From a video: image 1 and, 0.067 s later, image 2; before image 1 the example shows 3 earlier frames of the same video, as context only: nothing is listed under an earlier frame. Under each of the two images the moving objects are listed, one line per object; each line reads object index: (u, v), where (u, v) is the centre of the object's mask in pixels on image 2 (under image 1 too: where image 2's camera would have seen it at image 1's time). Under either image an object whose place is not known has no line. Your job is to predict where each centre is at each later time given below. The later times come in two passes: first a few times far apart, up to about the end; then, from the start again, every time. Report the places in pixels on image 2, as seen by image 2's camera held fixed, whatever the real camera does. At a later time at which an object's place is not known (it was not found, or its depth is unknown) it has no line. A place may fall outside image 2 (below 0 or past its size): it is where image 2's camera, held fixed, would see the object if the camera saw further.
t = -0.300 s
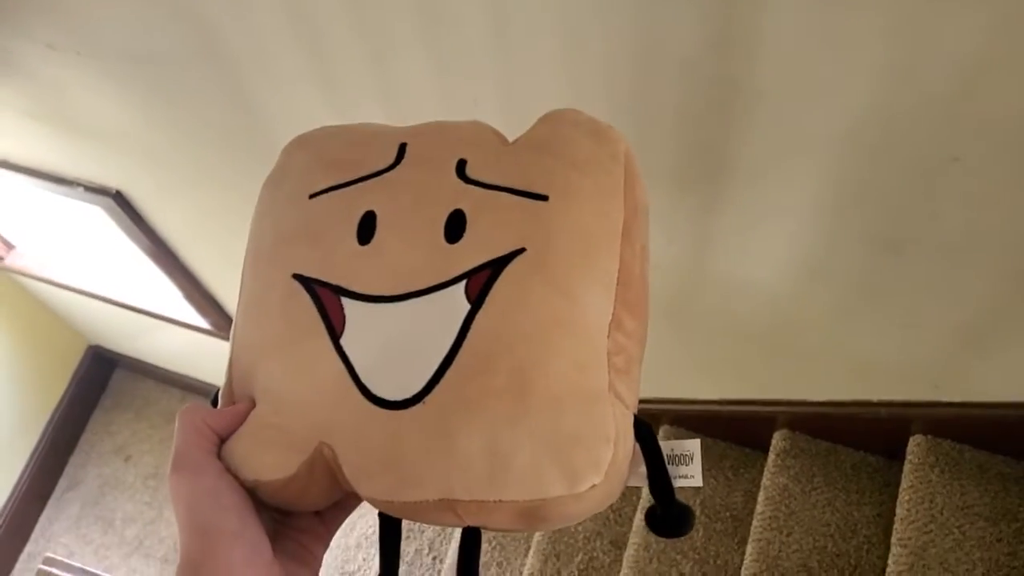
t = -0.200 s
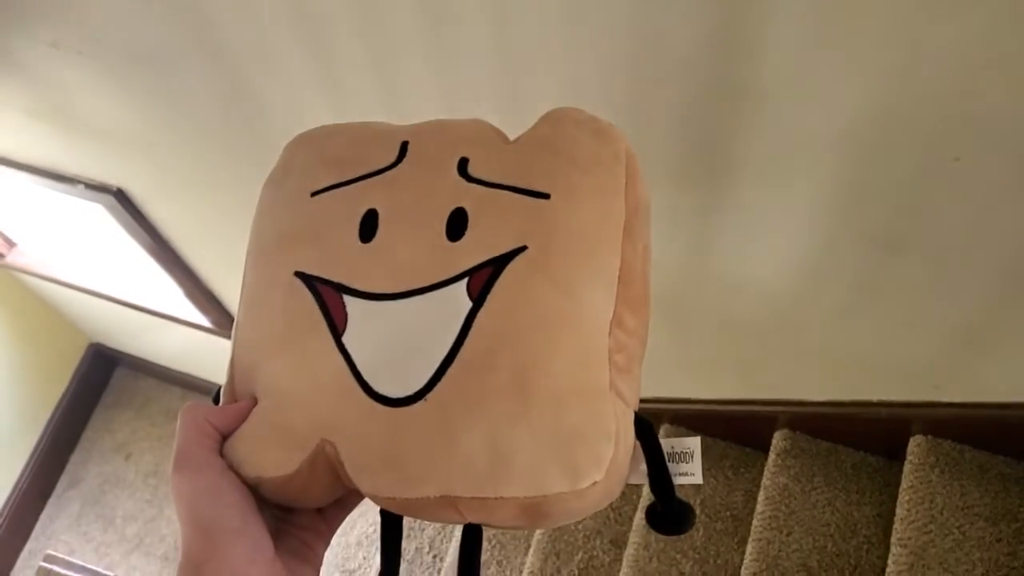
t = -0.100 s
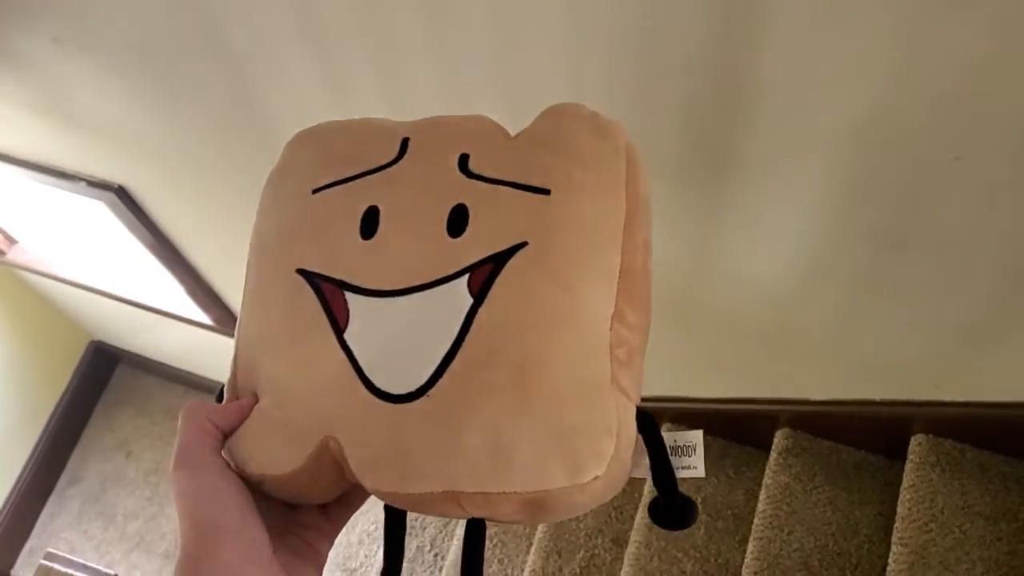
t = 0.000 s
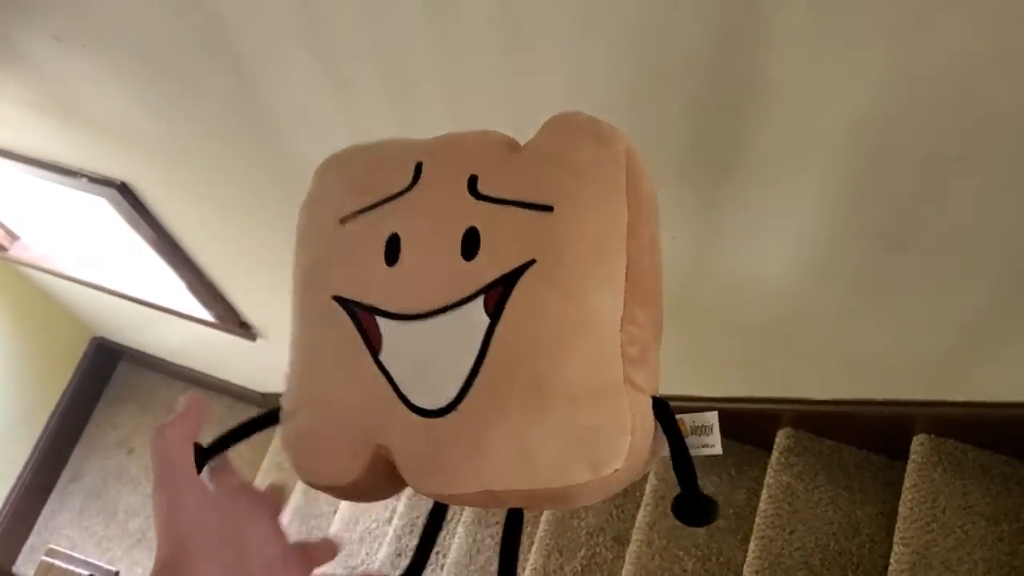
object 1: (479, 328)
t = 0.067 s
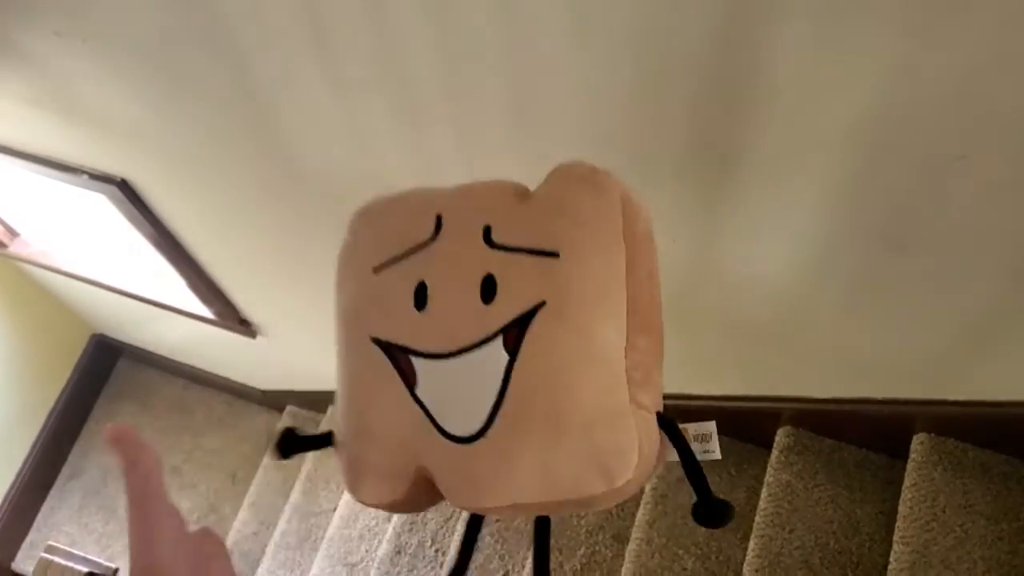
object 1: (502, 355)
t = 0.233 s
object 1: (549, 453)
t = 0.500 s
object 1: (571, 551)
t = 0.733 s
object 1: (566, 561)
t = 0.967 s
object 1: (535, 540)
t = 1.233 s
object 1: (474, 525)
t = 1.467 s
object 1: (399, 505)
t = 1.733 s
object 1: (301, 444)
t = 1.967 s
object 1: (272, 430)
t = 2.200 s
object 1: (171, 392)
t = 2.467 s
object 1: (105, 358)
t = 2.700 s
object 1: (130, 387)
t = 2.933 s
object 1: (114, 396)
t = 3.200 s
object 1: (100, 420)
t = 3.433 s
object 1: (106, 414)
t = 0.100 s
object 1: (515, 372)
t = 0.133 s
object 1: (525, 392)
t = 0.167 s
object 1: (535, 413)
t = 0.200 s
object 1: (541, 433)
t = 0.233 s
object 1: (549, 453)
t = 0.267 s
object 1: (554, 470)
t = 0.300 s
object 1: (558, 486)
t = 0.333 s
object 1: (562, 500)
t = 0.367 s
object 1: (565, 512)
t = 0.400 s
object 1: (568, 523)
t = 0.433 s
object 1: (569, 533)
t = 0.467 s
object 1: (570, 542)
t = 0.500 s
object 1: (571, 551)
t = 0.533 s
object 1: (572, 559)
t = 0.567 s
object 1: (570, 564)
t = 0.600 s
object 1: (566, 565)
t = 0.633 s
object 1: (573, 567)
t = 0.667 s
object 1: (575, 566)
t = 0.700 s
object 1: (571, 564)
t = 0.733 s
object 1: (566, 561)
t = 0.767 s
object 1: (560, 560)
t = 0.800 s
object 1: (555, 556)
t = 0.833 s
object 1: (550, 555)
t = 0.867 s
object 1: (548, 550)
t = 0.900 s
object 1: (546, 548)
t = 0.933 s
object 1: (542, 543)
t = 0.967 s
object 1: (535, 540)
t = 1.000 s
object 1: (527, 536)
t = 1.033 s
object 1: (520, 531)
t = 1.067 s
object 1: (512, 529)
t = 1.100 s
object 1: (506, 528)
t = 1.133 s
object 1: (498, 528)
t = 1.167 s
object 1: (493, 528)
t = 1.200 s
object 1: (487, 530)
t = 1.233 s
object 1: (474, 525)
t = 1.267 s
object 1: (461, 519)
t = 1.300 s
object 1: (448, 515)
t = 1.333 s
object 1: (435, 513)
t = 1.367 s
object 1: (425, 510)
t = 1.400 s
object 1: (414, 508)
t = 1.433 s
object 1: (407, 505)
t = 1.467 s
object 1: (399, 505)
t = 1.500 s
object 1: (391, 502)
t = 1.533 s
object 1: (378, 491)
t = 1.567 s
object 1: (364, 480)
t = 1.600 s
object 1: (347, 470)
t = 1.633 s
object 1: (336, 465)
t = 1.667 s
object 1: (324, 458)
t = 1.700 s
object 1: (313, 451)
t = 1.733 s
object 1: (301, 444)
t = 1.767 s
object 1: (294, 441)
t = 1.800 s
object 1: (286, 438)
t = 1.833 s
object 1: (281, 436)
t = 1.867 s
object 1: (280, 435)
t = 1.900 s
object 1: (279, 435)
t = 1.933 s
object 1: (275, 433)
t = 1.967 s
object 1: (272, 430)
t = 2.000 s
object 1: (259, 424)
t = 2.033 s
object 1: (240, 416)
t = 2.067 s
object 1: (226, 410)
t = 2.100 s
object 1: (212, 404)
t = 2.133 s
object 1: (195, 399)
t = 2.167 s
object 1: (182, 395)
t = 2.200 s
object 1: (171, 392)
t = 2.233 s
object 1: (159, 391)
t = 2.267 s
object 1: (150, 390)
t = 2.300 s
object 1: (143, 389)
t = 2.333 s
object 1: (134, 383)
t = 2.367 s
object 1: (124, 373)
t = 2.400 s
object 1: (113, 363)
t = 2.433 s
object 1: (106, 359)
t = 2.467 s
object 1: (105, 358)
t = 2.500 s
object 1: (106, 360)
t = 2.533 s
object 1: (110, 365)
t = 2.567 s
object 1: (114, 369)
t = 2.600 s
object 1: (118, 374)
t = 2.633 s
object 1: (124, 380)
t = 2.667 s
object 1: (129, 384)
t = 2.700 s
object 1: (130, 387)
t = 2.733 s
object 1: (127, 386)
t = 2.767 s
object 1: (122, 386)
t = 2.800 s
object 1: (119, 387)
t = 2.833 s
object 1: (117, 389)
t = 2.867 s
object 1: (117, 390)
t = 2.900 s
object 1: (116, 393)
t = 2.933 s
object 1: (114, 396)
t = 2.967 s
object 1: (111, 398)
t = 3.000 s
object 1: (108, 403)
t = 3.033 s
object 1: (108, 407)
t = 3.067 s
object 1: (107, 411)
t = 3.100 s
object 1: (105, 415)
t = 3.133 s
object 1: (102, 417)
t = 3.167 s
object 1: (101, 419)
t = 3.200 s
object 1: (100, 420)
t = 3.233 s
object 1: (101, 421)
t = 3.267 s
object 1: (101, 421)
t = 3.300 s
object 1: (101, 420)
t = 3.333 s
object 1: (102, 419)
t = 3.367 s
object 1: (102, 418)
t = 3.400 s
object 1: (104, 416)
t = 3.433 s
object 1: (106, 414)
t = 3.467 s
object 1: (108, 413)
